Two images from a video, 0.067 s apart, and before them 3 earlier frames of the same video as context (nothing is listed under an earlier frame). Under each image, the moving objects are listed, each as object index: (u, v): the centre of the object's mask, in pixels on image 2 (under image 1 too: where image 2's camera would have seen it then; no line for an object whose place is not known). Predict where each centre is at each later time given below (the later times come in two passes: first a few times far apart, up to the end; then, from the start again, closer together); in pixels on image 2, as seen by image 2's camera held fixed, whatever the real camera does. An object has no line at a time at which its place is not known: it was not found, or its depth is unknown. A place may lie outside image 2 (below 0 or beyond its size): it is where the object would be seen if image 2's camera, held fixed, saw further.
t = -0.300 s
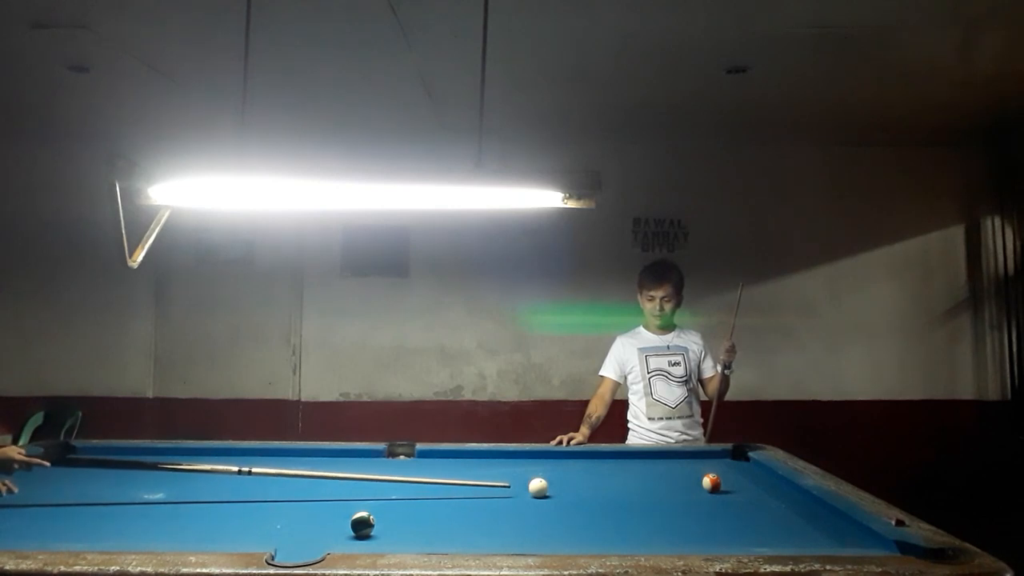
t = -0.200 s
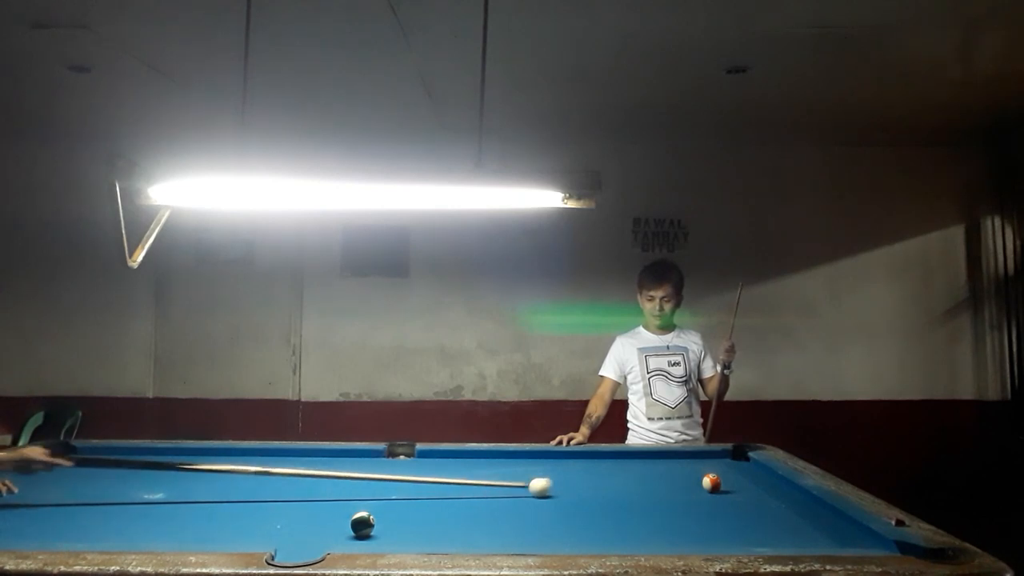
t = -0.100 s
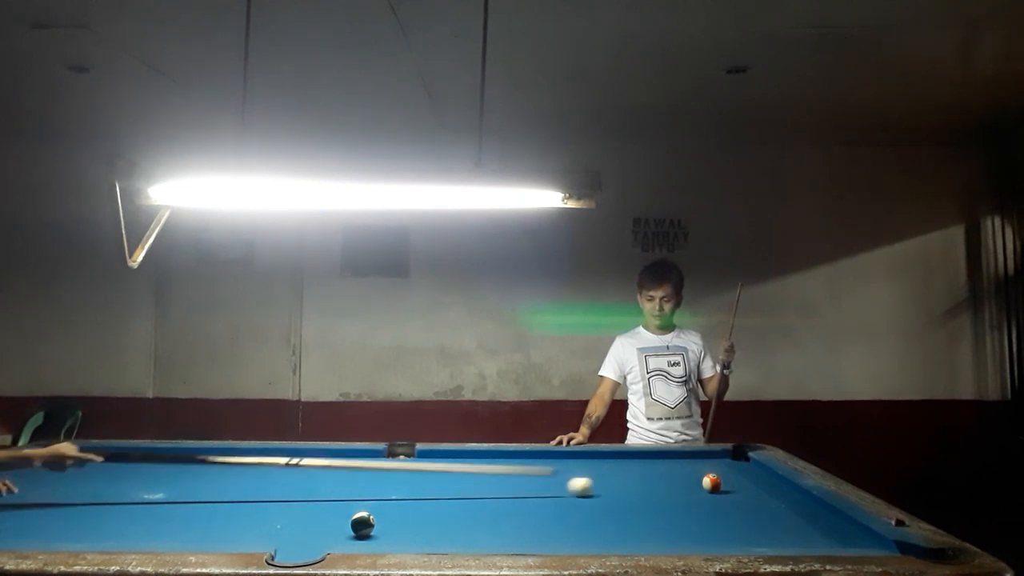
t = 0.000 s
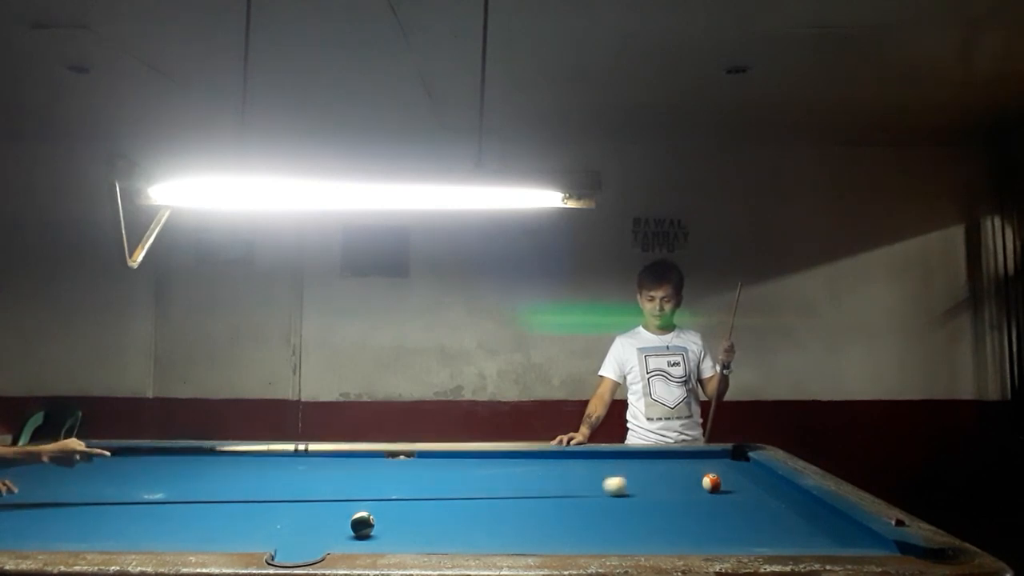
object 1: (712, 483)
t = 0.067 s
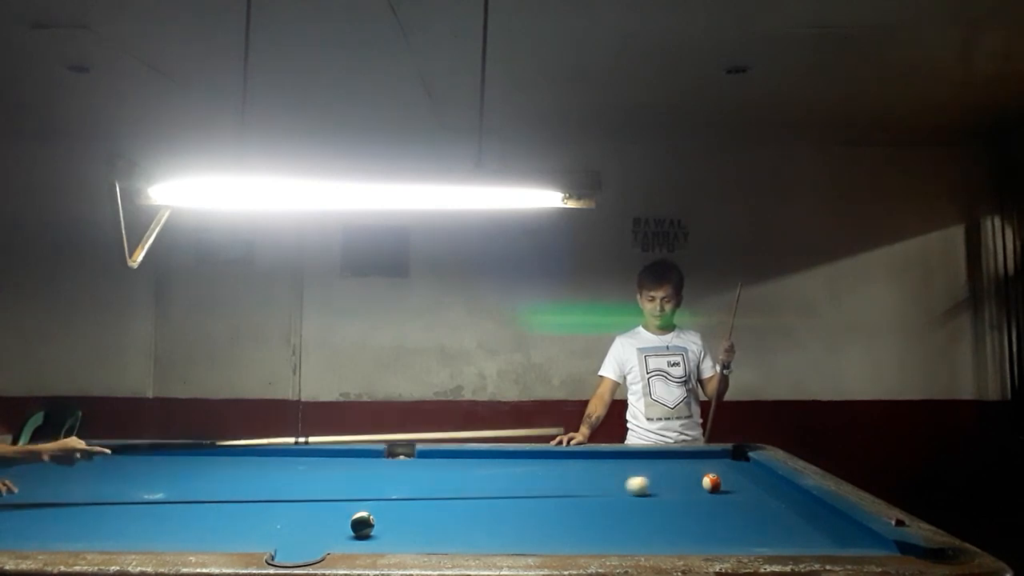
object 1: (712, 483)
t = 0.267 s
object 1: (716, 482)
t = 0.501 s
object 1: (752, 478)
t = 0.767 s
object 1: (762, 474)
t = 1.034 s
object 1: (740, 473)
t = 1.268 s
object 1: (724, 472)
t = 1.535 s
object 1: (710, 471)
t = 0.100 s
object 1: (711, 483)
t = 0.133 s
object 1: (712, 483)
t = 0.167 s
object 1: (712, 483)
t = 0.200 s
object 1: (711, 483)
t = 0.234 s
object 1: (711, 483)
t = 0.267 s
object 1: (716, 482)
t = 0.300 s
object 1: (722, 482)
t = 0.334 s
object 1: (728, 481)
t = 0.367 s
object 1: (733, 480)
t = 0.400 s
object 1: (738, 480)
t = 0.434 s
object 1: (743, 480)
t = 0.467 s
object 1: (747, 479)
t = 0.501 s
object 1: (752, 478)
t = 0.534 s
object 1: (756, 477)
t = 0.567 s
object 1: (761, 477)
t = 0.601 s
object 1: (765, 477)
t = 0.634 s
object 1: (770, 476)
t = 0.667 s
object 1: (771, 476)
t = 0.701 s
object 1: (767, 475)
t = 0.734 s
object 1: (765, 475)
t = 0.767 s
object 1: (762, 474)
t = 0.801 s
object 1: (759, 475)
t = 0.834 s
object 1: (757, 474)
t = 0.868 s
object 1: (754, 474)
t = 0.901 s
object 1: (751, 474)
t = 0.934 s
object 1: (748, 473)
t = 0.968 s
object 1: (745, 473)
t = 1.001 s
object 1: (742, 473)
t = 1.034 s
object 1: (740, 473)
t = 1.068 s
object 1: (738, 473)
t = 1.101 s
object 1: (735, 473)
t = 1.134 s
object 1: (733, 473)
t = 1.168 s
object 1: (731, 472)
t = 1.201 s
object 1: (729, 472)
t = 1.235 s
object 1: (726, 472)
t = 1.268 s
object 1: (724, 472)
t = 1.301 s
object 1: (722, 472)
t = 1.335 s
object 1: (720, 471)
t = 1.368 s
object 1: (718, 471)
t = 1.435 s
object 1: (716, 471)
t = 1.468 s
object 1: (714, 471)
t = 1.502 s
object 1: (712, 471)
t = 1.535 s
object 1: (710, 471)
